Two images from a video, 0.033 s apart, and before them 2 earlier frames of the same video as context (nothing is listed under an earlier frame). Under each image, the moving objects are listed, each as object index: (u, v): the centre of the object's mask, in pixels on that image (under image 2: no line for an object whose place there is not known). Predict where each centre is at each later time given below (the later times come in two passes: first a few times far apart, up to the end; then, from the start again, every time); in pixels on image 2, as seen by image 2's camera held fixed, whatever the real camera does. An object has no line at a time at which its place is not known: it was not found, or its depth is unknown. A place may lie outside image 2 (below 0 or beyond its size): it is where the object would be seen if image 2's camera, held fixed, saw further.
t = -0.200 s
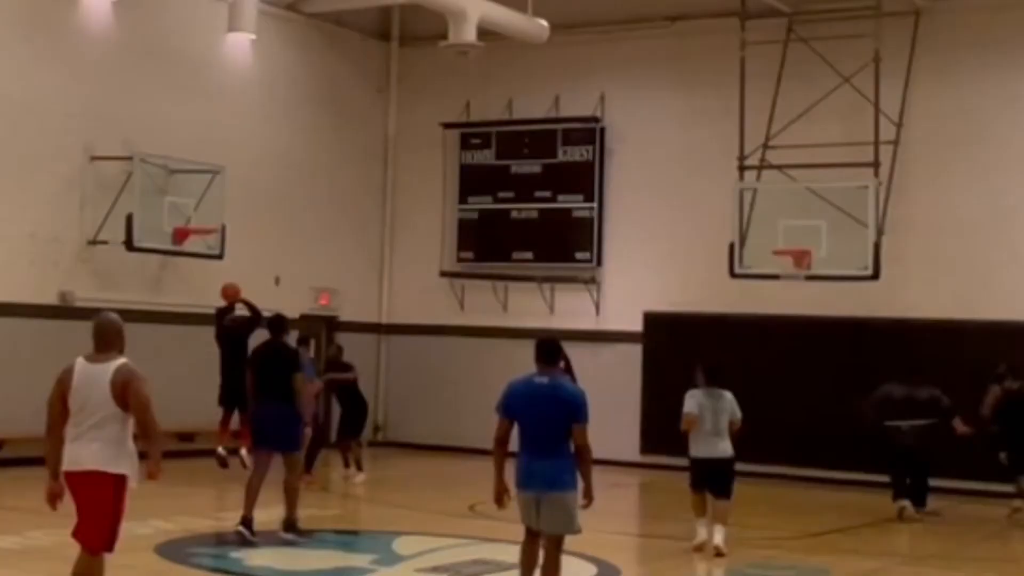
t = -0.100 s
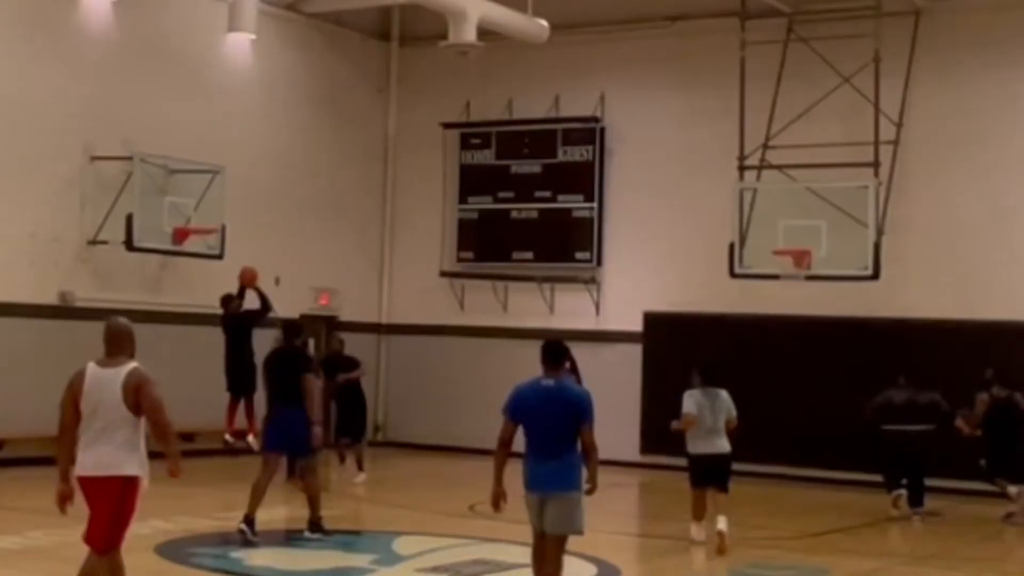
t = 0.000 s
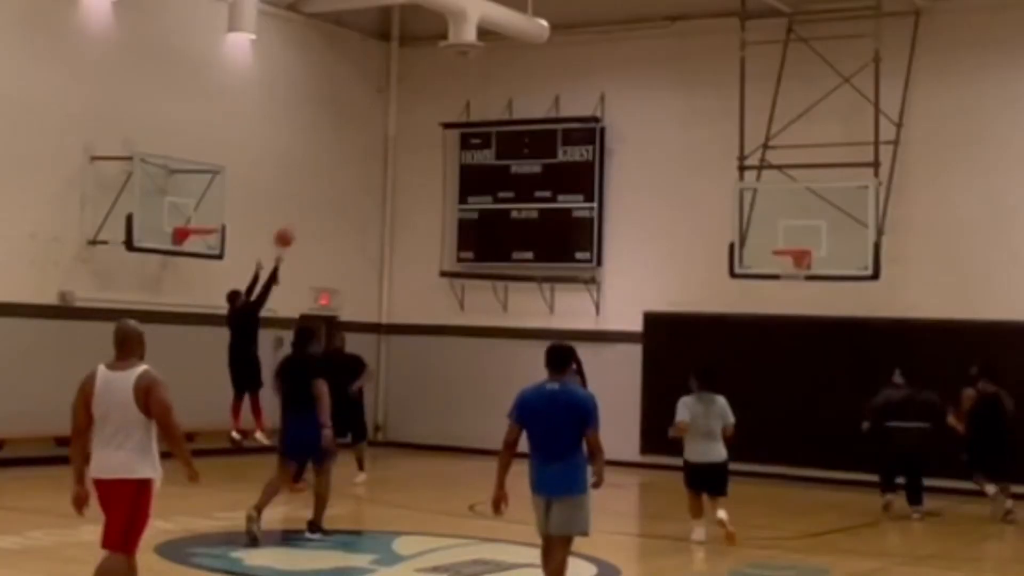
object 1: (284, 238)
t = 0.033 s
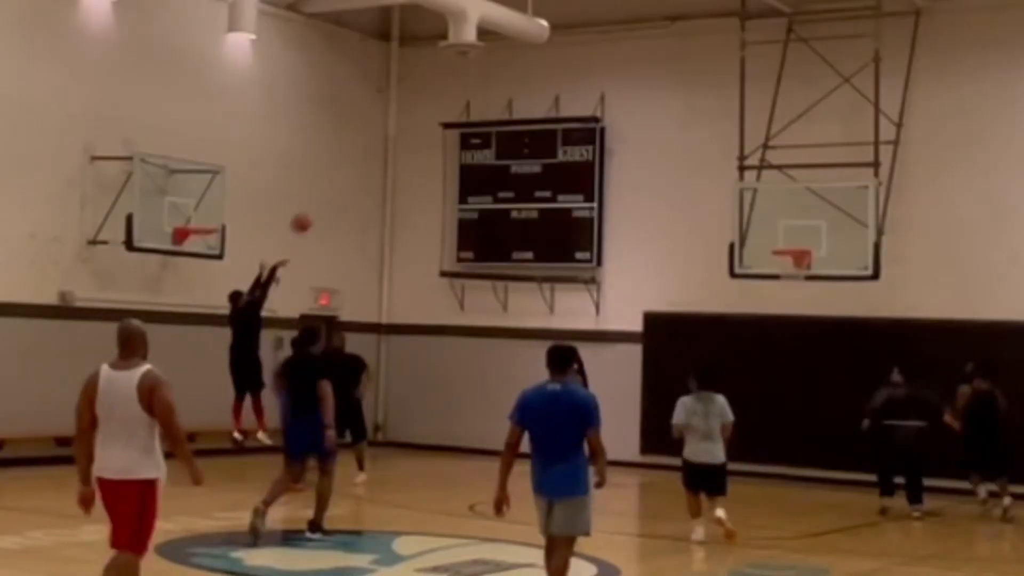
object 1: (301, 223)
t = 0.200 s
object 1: (387, 165)
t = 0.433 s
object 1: (499, 124)
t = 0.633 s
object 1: (589, 120)
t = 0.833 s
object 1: (676, 149)
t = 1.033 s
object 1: (758, 208)
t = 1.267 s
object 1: (770, 262)
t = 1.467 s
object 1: (781, 271)
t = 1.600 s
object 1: (792, 291)
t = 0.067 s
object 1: (318, 209)
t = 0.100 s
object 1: (335, 197)
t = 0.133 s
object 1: (352, 185)
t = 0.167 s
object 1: (369, 175)
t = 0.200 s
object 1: (387, 165)
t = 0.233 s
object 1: (402, 156)
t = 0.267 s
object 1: (419, 148)
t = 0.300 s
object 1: (435, 142)
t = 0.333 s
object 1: (451, 134)
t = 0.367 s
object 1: (469, 129)
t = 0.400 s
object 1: (483, 127)
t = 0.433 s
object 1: (499, 124)
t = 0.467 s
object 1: (514, 120)
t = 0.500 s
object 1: (529, 118)
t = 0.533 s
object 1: (544, 117)
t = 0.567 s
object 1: (559, 117)
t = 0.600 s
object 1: (576, 118)
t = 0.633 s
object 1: (589, 120)
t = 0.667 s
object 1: (605, 124)
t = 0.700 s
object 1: (618, 127)
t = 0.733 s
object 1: (633, 131)
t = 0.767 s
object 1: (647, 136)
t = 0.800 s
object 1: (662, 143)
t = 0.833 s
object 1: (676, 149)
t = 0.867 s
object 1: (690, 157)
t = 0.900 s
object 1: (703, 166)
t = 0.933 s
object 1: (717, 175)
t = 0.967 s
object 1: (731, 186)
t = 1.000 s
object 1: (746, 196)
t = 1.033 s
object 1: (758, 208)
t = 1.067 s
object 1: (770, 220)
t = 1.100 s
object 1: (784, 233)
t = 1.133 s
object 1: (798, 247)
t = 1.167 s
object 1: (795, 259)
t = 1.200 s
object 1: (781, 266)
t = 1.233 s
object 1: (774, 265)
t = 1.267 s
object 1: (770, 262)
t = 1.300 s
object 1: (770, 262)
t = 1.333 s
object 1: (772, 262)
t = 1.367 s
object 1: (773, 263)
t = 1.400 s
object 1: (776, 265)
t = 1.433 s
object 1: (778, 267)
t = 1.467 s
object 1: (781, 271)
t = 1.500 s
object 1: (783, 274)
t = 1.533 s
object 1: (786, 280)
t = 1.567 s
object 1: (788, 283)
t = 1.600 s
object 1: (792, 291)
